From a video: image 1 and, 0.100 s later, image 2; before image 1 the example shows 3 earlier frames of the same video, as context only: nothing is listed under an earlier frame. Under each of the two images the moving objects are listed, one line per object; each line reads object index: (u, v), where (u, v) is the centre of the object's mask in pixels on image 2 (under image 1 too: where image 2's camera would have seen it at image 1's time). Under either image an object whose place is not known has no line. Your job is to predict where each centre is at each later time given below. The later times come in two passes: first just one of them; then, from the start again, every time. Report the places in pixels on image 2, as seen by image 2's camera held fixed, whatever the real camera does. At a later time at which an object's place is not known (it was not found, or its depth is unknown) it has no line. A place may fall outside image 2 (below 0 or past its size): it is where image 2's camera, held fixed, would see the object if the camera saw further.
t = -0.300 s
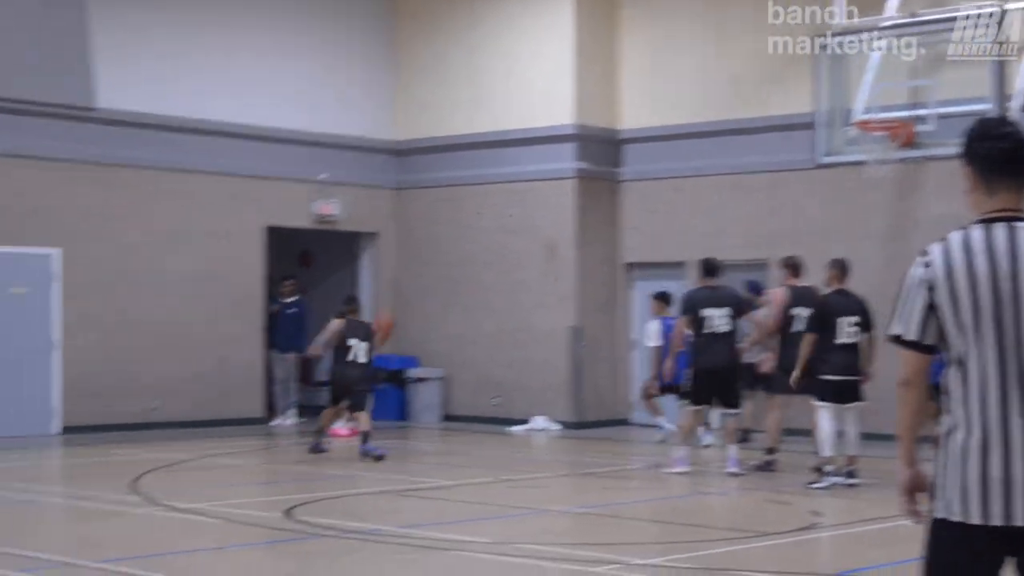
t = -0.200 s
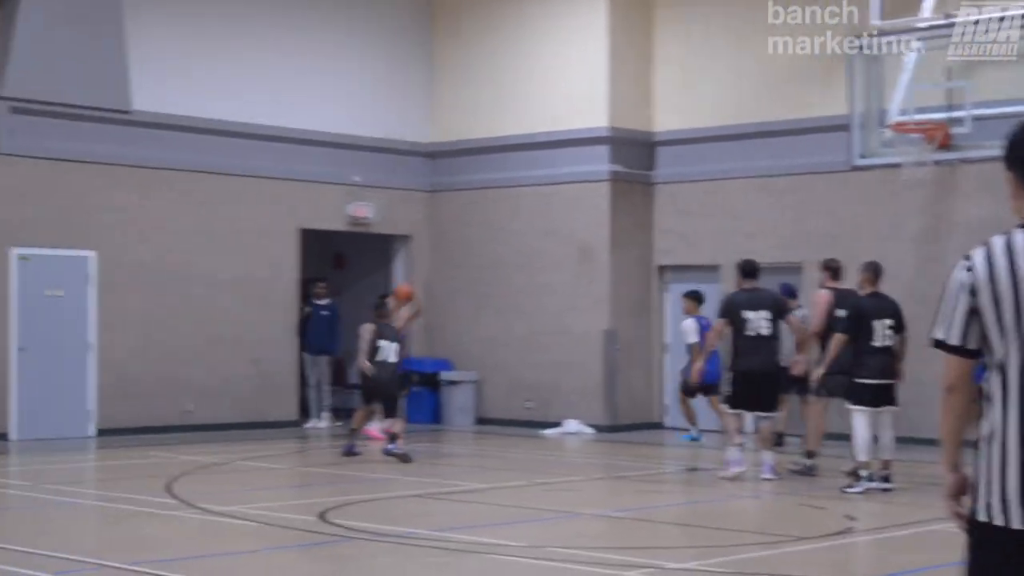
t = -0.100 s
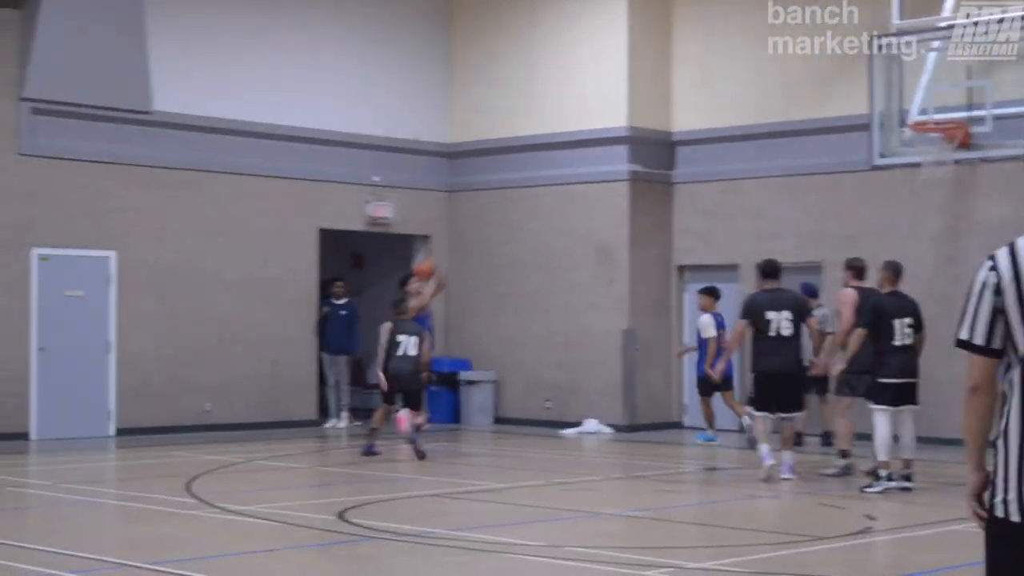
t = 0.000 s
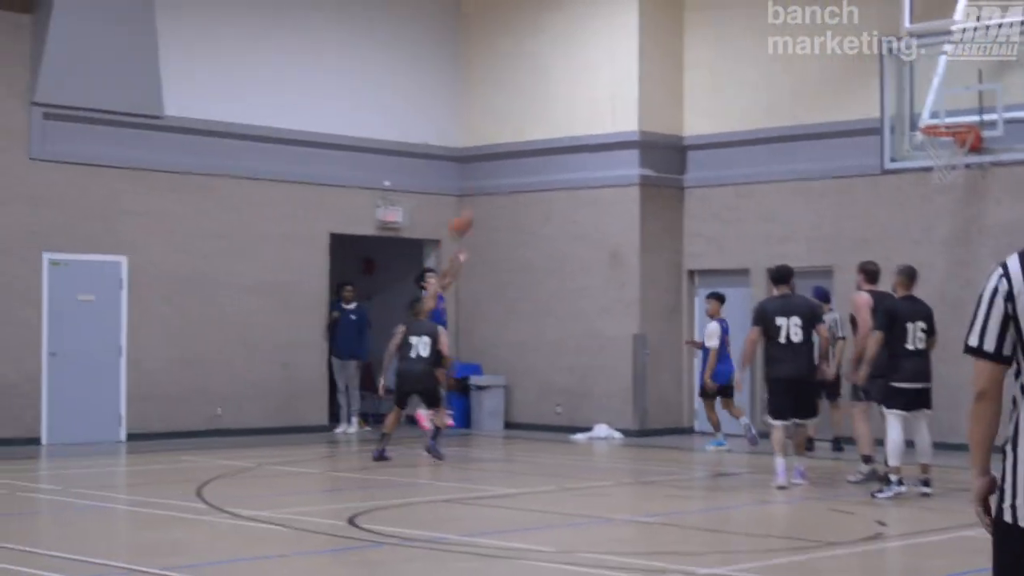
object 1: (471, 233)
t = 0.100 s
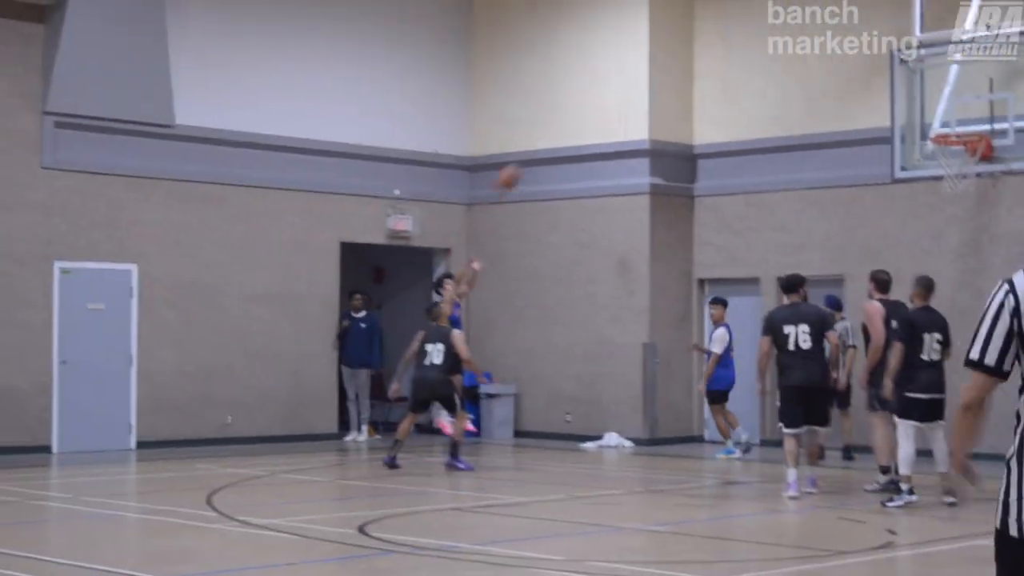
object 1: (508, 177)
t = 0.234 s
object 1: (557, 120)
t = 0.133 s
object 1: (519, 164)
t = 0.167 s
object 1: (532, 148)
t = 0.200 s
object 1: (545, 133)
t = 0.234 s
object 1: (557, 120)
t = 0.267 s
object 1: (571, 105)
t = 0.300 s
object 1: (583, 94)
